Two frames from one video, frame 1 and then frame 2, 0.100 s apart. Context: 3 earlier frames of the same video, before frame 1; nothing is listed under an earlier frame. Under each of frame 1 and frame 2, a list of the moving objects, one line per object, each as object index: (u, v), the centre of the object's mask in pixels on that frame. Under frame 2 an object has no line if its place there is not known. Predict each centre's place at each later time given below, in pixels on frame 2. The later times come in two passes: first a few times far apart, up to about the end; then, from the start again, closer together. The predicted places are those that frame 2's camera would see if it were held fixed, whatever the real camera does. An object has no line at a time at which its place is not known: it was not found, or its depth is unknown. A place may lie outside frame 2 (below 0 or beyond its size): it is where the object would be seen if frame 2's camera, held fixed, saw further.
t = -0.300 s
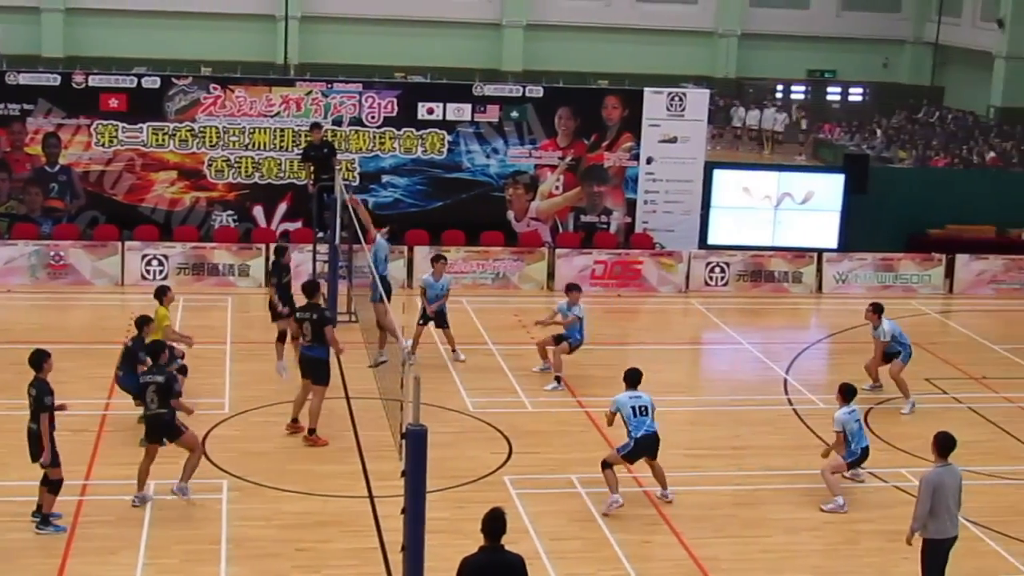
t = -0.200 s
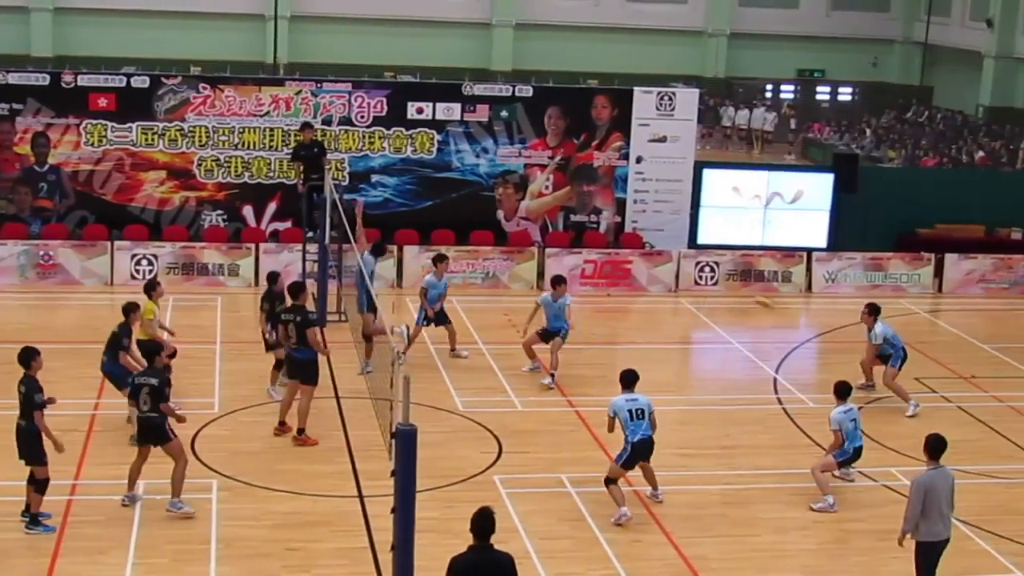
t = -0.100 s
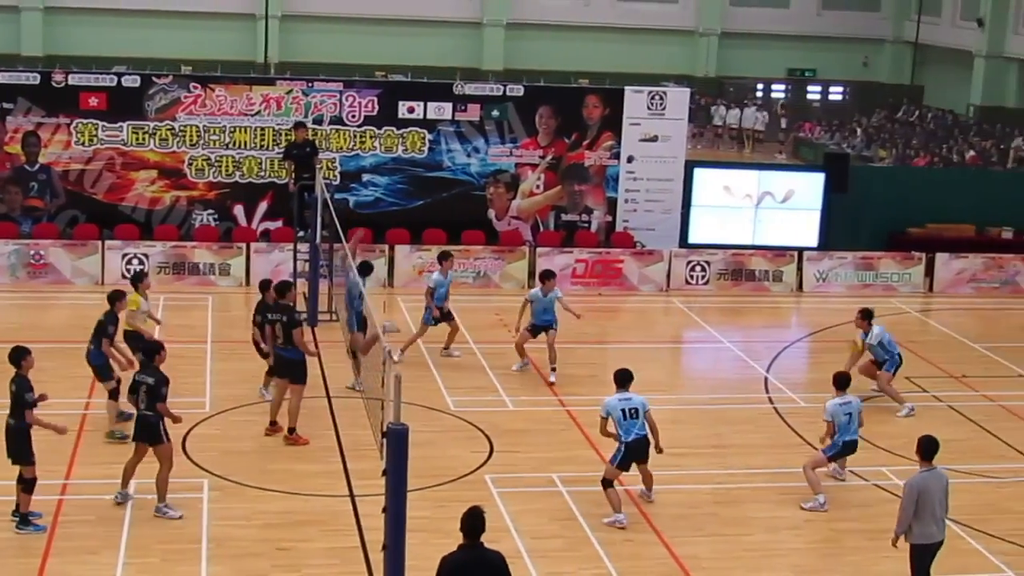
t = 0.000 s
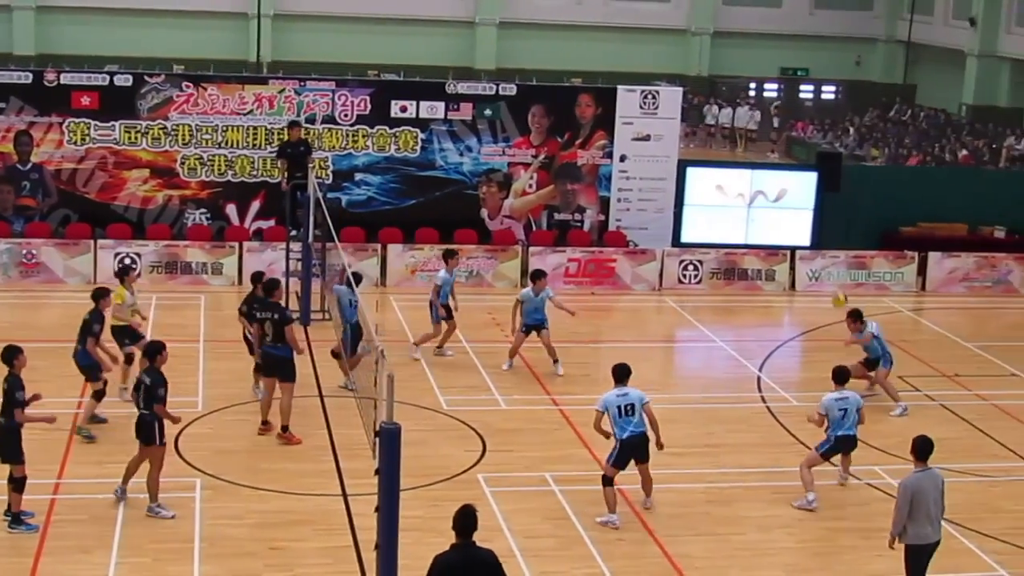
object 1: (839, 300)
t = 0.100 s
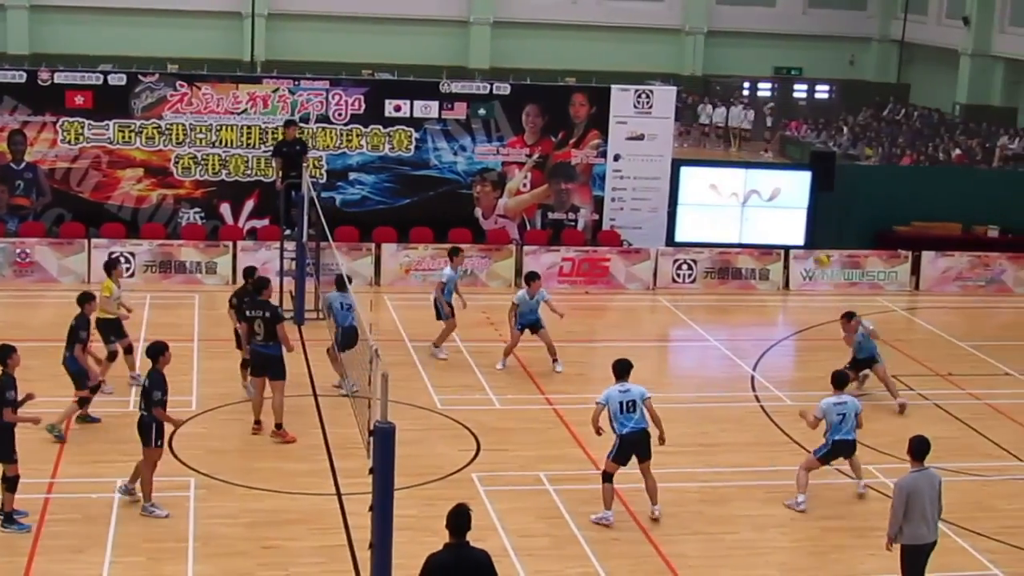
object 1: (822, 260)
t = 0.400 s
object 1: (781, 183)
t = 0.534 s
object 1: (760, 170)
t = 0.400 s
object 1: (781, 183)
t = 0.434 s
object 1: (776, 179)
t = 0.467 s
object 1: (770, 175)
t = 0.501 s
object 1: (765, 172)
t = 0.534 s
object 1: (760, 170)
